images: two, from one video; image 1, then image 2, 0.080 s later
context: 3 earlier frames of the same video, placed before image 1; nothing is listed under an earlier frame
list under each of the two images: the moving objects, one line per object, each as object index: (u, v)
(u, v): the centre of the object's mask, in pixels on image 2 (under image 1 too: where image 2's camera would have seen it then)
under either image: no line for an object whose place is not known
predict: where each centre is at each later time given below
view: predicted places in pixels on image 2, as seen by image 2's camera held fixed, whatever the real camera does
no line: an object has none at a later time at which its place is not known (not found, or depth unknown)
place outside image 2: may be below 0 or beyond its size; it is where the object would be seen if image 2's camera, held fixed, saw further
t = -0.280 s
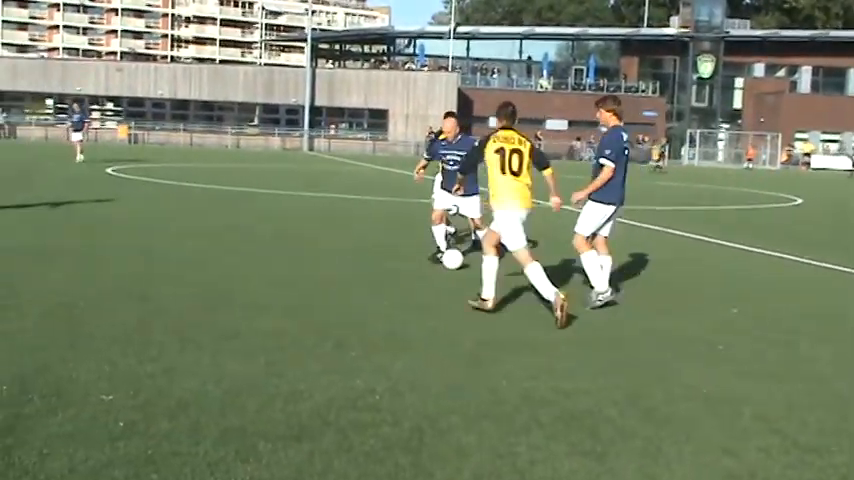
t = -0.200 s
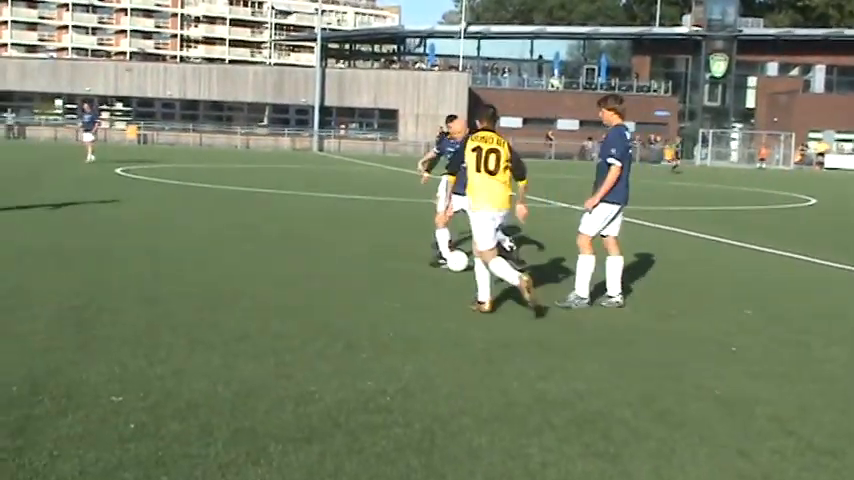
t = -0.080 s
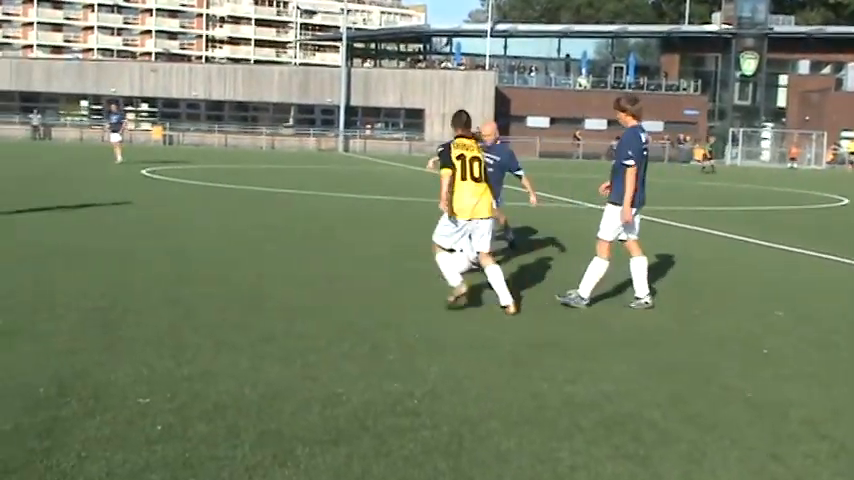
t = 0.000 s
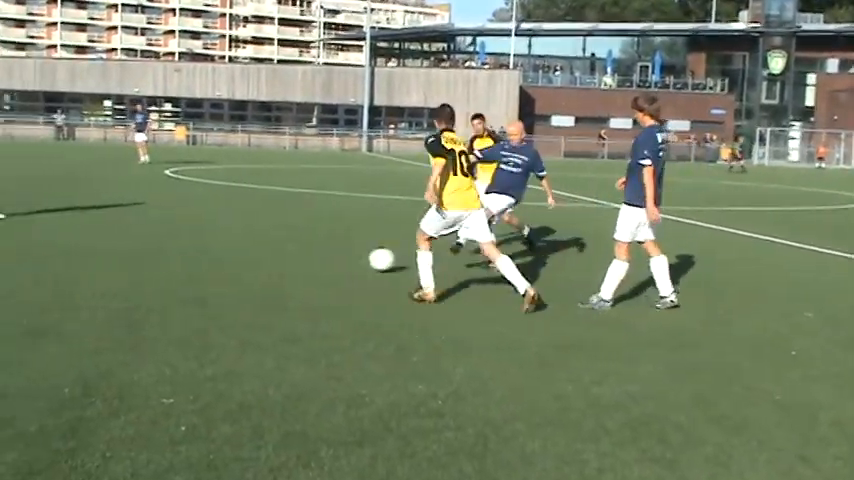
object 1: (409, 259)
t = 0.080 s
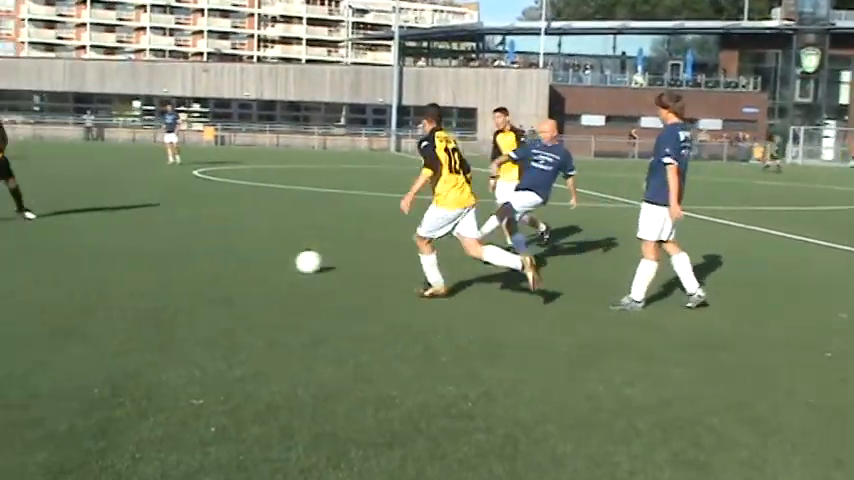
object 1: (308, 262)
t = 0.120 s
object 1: (260, 259)
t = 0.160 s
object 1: (211, 258)
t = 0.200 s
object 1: (162, 259)
